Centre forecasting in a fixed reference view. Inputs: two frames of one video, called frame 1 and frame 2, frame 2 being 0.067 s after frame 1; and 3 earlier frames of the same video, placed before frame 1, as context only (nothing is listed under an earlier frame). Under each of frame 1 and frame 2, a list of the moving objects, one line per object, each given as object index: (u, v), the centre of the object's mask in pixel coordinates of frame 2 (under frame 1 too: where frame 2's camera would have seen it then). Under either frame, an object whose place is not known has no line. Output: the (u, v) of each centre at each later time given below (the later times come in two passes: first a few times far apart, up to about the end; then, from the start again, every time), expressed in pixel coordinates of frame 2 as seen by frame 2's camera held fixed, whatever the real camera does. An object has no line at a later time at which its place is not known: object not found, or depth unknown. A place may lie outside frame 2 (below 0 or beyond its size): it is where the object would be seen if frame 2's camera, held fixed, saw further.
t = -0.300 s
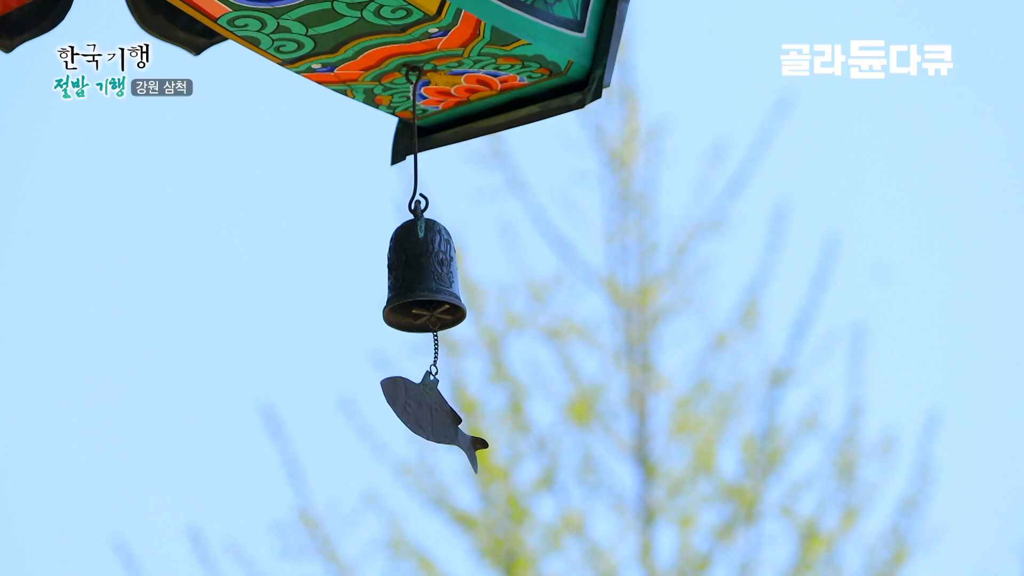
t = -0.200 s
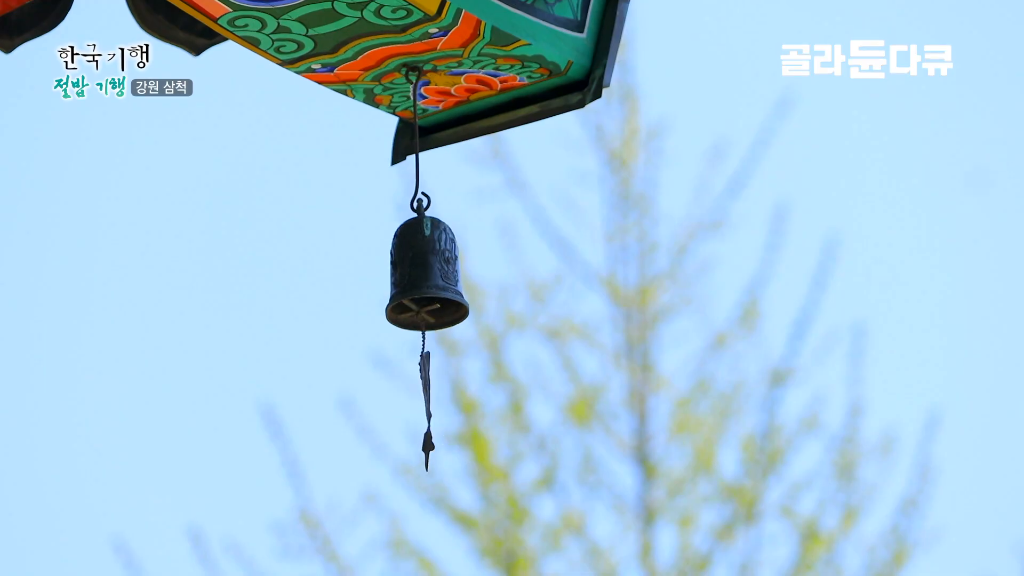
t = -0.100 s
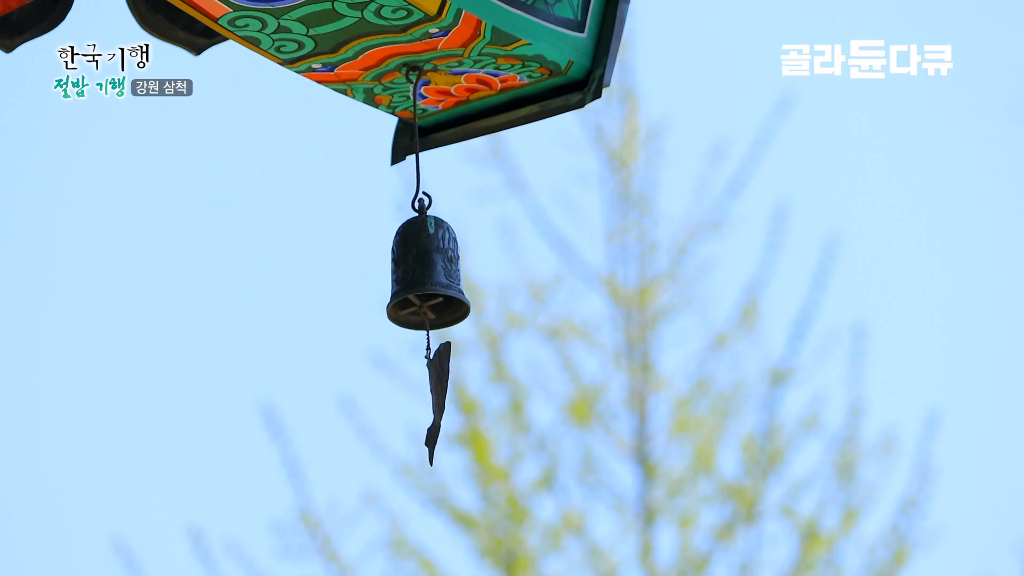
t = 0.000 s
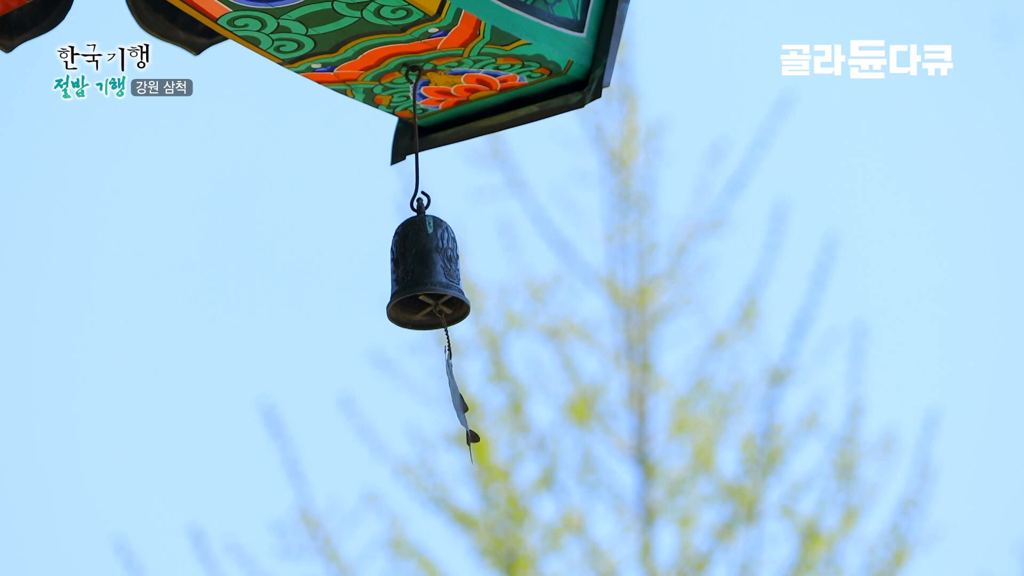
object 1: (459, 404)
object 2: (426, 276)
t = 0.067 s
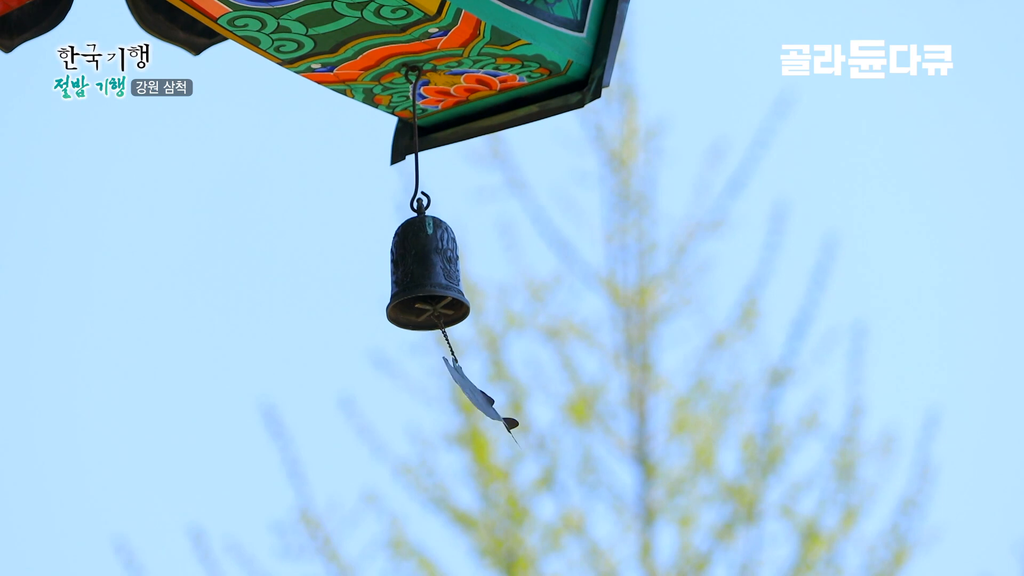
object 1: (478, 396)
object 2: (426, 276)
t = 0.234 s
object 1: (496, 398)
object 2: (425, 280)
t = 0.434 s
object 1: (448, 409)
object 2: (424, 283)
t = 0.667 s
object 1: (373, 403)
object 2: (421, 282)
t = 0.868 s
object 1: (448, 394)
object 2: (417, 278)
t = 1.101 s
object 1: (486, 401)
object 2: (422, 276)
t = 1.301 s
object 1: (459, 411)
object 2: (432, 280)
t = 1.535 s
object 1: (398, 420)
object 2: (430, 284)
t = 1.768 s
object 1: (428, 426)
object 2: (415, 283)
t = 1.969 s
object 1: (469, 410)
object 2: (416, 279)
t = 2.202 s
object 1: (432, 390)
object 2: (433, 276)
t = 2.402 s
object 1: (440, 413)
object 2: (436, 279)
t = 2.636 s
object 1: (479, 420)
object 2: (421, 285)
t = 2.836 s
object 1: (428, 424)
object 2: (415, 285)
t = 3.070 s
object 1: (370, 407)
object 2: (425, 279)
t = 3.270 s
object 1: (419, 406)
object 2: (430, 276)
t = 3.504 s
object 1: (493, 378)
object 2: (426, 280)
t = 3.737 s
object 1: (470, 428)
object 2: (423, 284)
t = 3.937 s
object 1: (439, 434)
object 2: (425, 283)
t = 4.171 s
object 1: (466, 421)
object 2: (425, 280)
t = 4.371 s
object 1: (471, 384)
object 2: (426, 279)
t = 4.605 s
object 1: (423, 395)
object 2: (426, 280)
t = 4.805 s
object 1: (447, 417)
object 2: (423, 282)
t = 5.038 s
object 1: (488, 424)
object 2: (423, 284)
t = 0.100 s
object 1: (485, 394)
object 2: (425, 277)
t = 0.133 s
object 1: (489, 394)
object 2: (425, 278)
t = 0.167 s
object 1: (493, 396)
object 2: (425, 278)
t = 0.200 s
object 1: (495, 397)
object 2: (425, 279)
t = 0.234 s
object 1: (496, 398)
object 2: (425, 280)
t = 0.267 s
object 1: (494, 400)
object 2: (425, 280)
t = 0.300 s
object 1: (490, 402)
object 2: (425, 281)
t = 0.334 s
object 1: (482, 404)
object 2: (425, 282)
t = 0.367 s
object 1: (473, 405)
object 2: (424, 282)
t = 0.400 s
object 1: (461, 407)
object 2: (425, 283)
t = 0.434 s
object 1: (448, 409)
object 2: (424, 283)
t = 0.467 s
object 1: (433, 411)
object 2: (424, 283)
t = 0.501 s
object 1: (418, 412)
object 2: (424, 283)
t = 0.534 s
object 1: (404, 411)
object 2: (423, 283)
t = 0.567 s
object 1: (392, 411)
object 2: (423, 283)
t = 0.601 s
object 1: (382, 409)
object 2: (423, 283)
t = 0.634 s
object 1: (375, 406)
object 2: (422, 283)
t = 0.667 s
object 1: (373, 403)
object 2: (421, 282)
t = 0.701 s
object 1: (376, 401)
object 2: (421, 281)
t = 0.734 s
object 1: (385, 399)
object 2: (420, 281)
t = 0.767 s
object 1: (400, 398)
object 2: (419, 280)
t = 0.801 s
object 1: (420, 411)
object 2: (418, 279)
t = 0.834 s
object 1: (433, 397)
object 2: (417, 279)
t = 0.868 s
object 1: (448, 394)
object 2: (417, 278)
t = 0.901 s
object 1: (462, 393)
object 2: (416, 278)
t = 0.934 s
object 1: (472, 391)
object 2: (416, 277)
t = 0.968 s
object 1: (481, 393)
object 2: (416, 276)
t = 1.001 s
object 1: (487, 397)
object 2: (417, 276)
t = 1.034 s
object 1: (494, 402)
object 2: (418, 275)
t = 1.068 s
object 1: (488, 398)
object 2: (420, 275)
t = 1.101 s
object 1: (486, 401)
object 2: (422, 276)
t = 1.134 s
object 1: (484, 405)
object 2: (423, 276)
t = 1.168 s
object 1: (482, 406)
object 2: (425, 277)
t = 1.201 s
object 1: (478, 406)
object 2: (427, 277)
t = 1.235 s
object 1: (473, 408)
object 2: (429, 278)
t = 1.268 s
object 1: (467, 410)
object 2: (430, 279)
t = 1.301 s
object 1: (459, 411)
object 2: (432, 280)
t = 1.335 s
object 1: (450, 411)
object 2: (432, 281)
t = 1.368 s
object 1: (439, 412)
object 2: (433, 282)
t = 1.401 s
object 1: (428, 413)
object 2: (433, 282)
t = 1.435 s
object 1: (418, 415)
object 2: (432, 283)
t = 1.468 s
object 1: (408, 416)
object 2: (432, 283)
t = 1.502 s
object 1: (403, 417)
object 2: (431, 283)
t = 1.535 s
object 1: (398, 420)
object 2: (430, 284)
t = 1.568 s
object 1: (397, 422)
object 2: (428, 284)
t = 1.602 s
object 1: (398, 425)
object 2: (426, 284)
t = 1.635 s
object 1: (402, 428)
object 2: (423, 284)
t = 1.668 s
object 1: (408, 430)
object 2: (421, 284)
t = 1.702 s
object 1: (415, 432)
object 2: (419, 284)
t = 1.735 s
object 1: (422, 433)
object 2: (417, 284)
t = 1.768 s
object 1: (428, 426)
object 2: (415, 283)
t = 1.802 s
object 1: (435, 427)
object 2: (414, 282)
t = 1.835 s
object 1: (443, 427)
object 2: (413, 281)
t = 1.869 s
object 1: (451, 425)
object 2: (413, 281)
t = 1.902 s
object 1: (458, 421)
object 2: (413, 280)
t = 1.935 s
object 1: (464, 416)
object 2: (414, 279)
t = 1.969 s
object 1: (469, 410)
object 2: (416, 279)
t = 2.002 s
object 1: (471, 406)
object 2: (418, 278)
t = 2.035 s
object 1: (469, 402)
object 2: (420, 278)
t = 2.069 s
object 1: (464, 398)
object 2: (423, 278)
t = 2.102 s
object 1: (457, 393)
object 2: (426, 277)
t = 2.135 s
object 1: (448, 390)
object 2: (428, 277)
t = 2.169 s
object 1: (440, 389)
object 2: (431, 276)
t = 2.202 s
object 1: (432, 390)
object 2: (433, 276)
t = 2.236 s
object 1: (427, 395)
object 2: (435, 276)
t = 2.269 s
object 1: (425, 405)
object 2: (437, 277)
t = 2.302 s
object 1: (427, 408)
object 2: (438, 277)
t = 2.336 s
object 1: (428, 406)
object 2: (437, 278)
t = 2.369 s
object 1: (433, 409)
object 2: (437, 278)
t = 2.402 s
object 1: (440, 413)
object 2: (436, 279)
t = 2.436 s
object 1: (448, 417)
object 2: (435, 280)
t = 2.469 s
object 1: (455, 419)
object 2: (433, 281)
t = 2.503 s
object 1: (463, 421)
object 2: (431, 282)
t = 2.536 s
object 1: (469, 421)
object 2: (428, 283)
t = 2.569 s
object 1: (475, 421)
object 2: (425, 284)
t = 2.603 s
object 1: (478, 421)
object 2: (423, 284)
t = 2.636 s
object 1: (479, 420)
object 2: (421, 285)
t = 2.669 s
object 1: (477, 420)
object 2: (418, 285)
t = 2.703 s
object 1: (472, 421)
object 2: (417, 285)
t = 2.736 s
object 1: (464, 422)
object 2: (416, 285)
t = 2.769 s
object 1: (454, 423)
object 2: (415, 285)
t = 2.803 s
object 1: (442, 424)
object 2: (415, 285)
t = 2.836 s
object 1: (428, 424)
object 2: (415, 285)
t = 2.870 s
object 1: (415, 423)
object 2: (416, 284)
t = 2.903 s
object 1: (403, 421)
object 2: (417, 283)
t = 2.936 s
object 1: (392, 419)
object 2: (418, 282)
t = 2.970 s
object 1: (383, 415)
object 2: (420, 281)
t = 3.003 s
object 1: (376, 413)
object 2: (422, 281)
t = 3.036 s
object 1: (371, 410)
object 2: (423, 280)
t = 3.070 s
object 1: (370, 407)
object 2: (425, 279)
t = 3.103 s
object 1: (372, 406)
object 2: (426, 278)
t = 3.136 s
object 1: (377, 406)
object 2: (427, 277)
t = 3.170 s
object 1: (384, 407)
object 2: (428, 277)
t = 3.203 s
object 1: (395, 407)
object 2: (429, 276)
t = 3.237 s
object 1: (407, 407)
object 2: (429, 276)
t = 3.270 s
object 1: (419, 406)
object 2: (430, 276)
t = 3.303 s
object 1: (433, 405)
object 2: (429, 276)
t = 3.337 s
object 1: (446, 401)
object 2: (429, 277)
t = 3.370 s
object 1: (458, 397)
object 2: (428, 277)
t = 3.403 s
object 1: (470, 391)
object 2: (427, 278)
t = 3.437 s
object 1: (479, 385)
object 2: (427, 279)
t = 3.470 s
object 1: (487, 380)
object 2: (426, 279)
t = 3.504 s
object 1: (493, 378)
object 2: (426, 280)
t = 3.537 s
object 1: (497, 378)
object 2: (425, 281)
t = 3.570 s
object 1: (500, 383)
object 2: (425, 282)
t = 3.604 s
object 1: (498, 391)
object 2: (424, 282)
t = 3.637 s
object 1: (493, 399)
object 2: (424, 283)
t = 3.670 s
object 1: (487, 411)
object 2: (423, 283)
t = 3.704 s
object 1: (479, 420)
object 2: (423, 284)
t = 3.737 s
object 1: (470, 428)
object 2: (423, 284)
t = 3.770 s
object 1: (459, 430)
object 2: (423, 284)
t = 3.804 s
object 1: (451, 432)
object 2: (424, 284)
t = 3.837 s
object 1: (445, 434)
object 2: (424, 284)
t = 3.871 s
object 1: (441, 435)
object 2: (424, 284)
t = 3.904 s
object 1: (439, 435)
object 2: (425, 284)
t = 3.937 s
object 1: (439, 434)
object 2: (425, 283)
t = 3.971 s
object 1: (441, 433)
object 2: (426, 283)
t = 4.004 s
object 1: (444, 431)
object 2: (426, 282)
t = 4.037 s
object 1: (448, 430)
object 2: (426, 281)
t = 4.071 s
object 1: (452, 429)
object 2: (426, 281)
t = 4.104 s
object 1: (456, 427)
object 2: (426, 281)
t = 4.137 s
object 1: (461, 424)
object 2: (426, 281)
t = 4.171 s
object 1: (466, 421)
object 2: (425, 280)
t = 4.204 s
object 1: (470, 416)
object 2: (425, 280)
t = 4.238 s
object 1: (474, 409)
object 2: (425, 280)
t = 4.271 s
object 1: (477, 401)
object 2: (426, 279)
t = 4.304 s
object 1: (476, 394)
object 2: (426, 279)
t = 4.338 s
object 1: (475, 388)
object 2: (426, 279)
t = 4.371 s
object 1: (471, 384)
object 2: (426, 279)
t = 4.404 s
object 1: (463, 381)
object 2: (426, 279)
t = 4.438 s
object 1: (456, 379)
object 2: (426, 279)
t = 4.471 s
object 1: (450, 379)
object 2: (426, 279)
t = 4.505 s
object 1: (443, 381)
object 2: (426, 279)
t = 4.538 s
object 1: (436, 386)
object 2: (426, 279)
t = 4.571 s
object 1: (429, 391)
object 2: (426, 280)
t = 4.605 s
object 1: (423, 395)
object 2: (426, 280)
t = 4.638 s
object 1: (421, 399)
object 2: (425, 280)
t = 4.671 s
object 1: (421, 404)
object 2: (425, 281)
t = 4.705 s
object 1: (424, 408)
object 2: (425, 281)
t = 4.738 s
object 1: (429, 411)
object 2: (424, 282)
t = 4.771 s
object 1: (436, 414)
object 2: (424, 282)
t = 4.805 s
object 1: (447, 417)
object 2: (423, 282)
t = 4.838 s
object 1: (460, 425)
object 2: (423, 282)
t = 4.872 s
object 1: (466, 422)
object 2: (423, 283)
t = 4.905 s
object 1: (472, 423)
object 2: (422, 283)
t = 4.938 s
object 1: (477, 424)
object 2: (422, 284)
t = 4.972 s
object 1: (482, 425)
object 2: (422, 284)
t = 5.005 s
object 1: (486, 423)
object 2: (423, 284)
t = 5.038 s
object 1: (488, 424)
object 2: (423, 284)
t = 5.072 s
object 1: (489, 422)
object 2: (424, 284)
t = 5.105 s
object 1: (489, 421)
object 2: (425, 284)
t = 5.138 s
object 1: (486, 421)
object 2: (426, 284)
